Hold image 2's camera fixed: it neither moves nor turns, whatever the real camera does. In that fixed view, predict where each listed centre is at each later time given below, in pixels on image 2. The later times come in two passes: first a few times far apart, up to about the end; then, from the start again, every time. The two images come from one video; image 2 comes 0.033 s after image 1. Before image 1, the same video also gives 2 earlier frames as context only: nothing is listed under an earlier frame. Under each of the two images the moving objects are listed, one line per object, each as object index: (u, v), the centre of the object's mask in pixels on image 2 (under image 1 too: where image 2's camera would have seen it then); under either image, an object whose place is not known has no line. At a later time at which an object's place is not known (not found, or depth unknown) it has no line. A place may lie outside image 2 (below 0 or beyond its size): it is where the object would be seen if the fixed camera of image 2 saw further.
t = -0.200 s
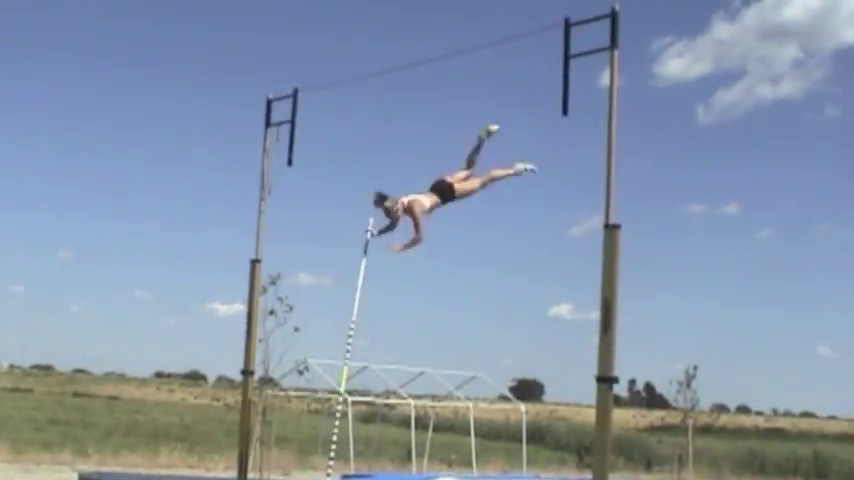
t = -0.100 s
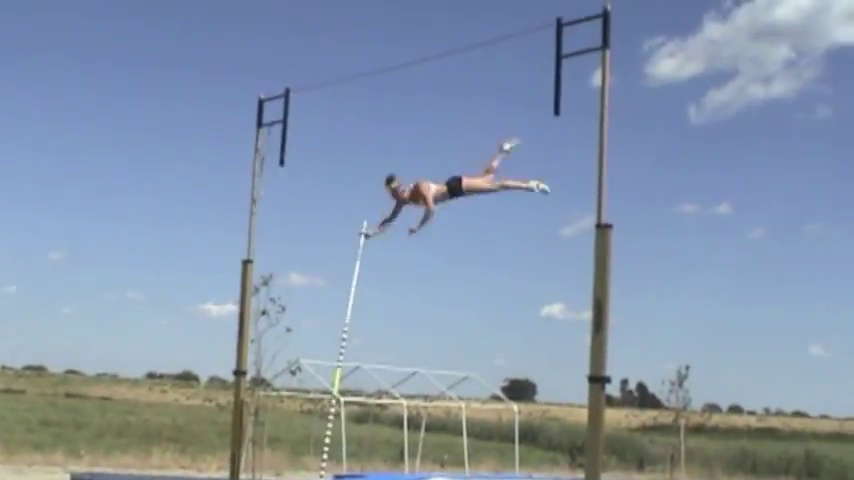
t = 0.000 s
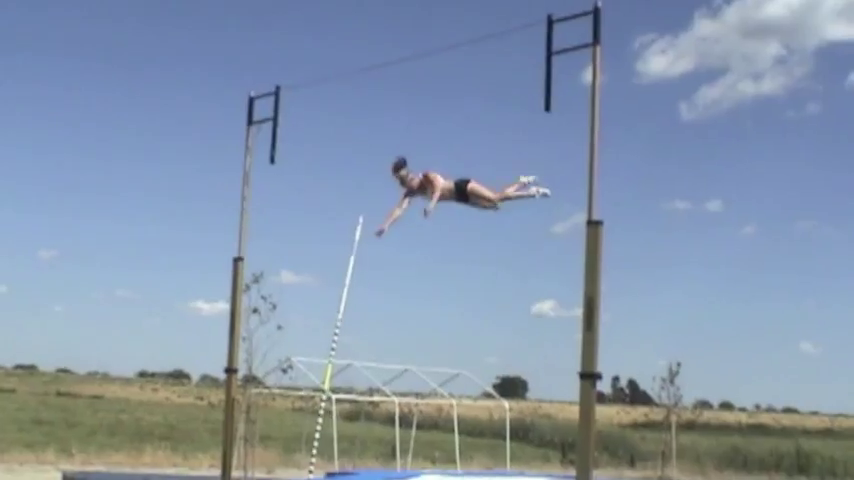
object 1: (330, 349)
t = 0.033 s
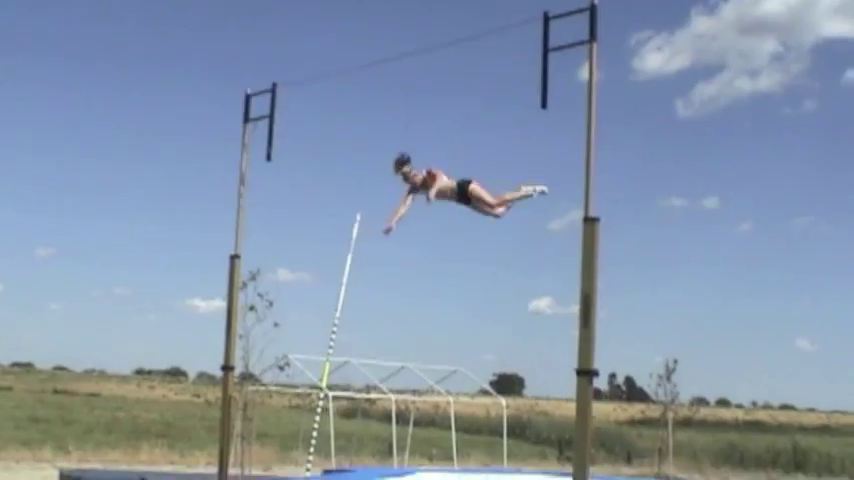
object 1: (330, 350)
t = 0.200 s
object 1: (334, 365)
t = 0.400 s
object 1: (344, 384)
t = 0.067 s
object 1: (331, 351)
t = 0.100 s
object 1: (331, 355)
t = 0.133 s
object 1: (332, 360)
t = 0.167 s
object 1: (332, 364)
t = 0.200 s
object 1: (334, 365)
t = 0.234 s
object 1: (335, 373)
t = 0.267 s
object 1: (337, 373)
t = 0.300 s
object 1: (338, 377)
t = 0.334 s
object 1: (340, 377)
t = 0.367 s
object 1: (342, 381)
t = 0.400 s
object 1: (344, 384)
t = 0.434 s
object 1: (345, 388)
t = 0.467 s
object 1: (348, 389)
